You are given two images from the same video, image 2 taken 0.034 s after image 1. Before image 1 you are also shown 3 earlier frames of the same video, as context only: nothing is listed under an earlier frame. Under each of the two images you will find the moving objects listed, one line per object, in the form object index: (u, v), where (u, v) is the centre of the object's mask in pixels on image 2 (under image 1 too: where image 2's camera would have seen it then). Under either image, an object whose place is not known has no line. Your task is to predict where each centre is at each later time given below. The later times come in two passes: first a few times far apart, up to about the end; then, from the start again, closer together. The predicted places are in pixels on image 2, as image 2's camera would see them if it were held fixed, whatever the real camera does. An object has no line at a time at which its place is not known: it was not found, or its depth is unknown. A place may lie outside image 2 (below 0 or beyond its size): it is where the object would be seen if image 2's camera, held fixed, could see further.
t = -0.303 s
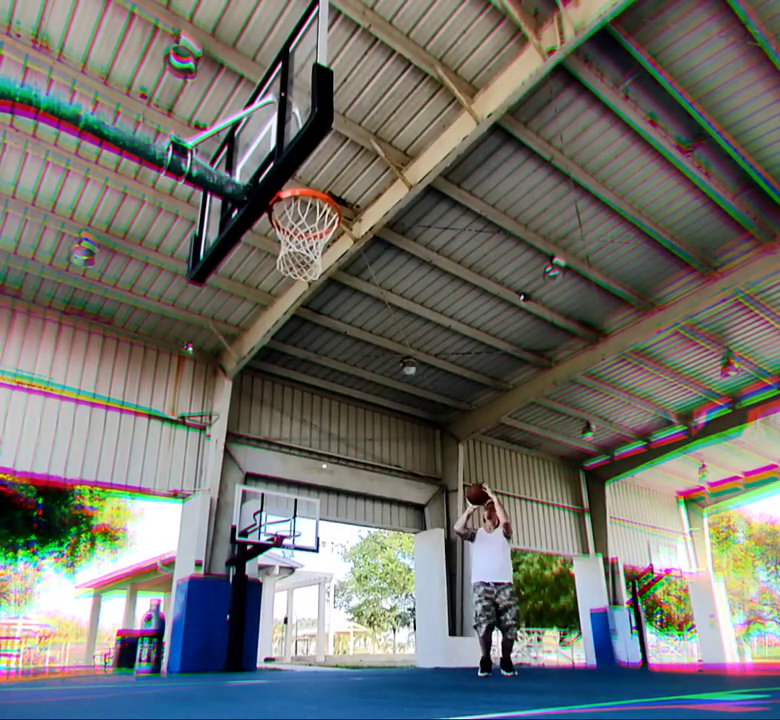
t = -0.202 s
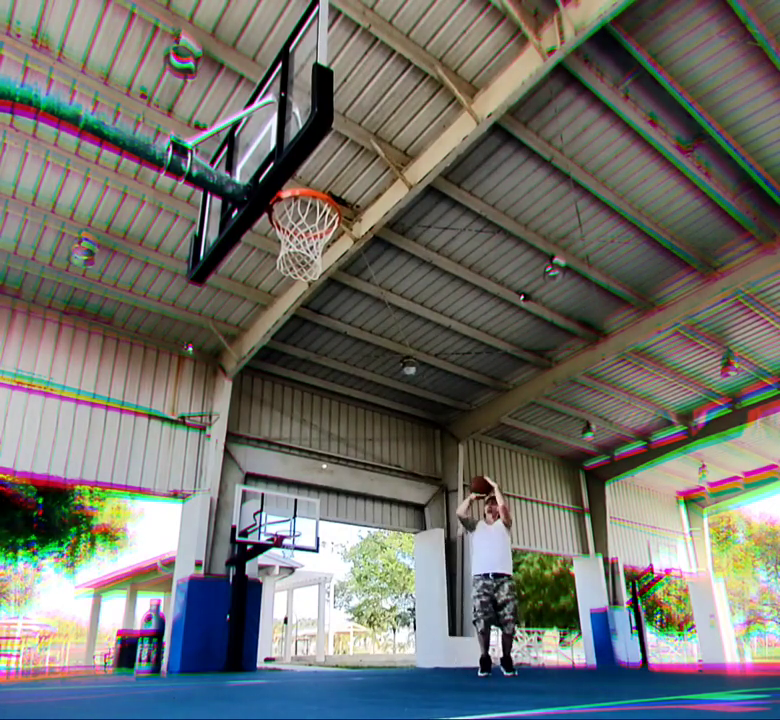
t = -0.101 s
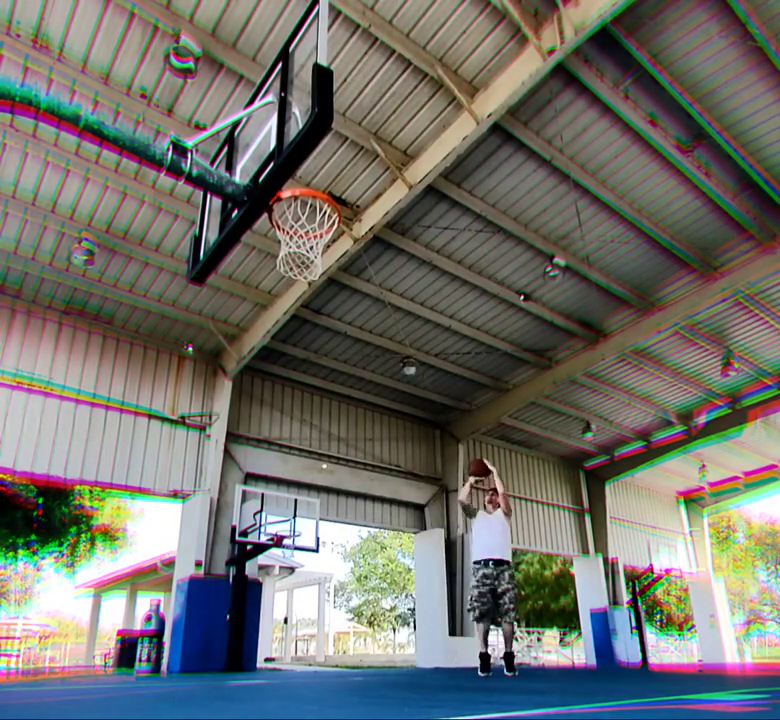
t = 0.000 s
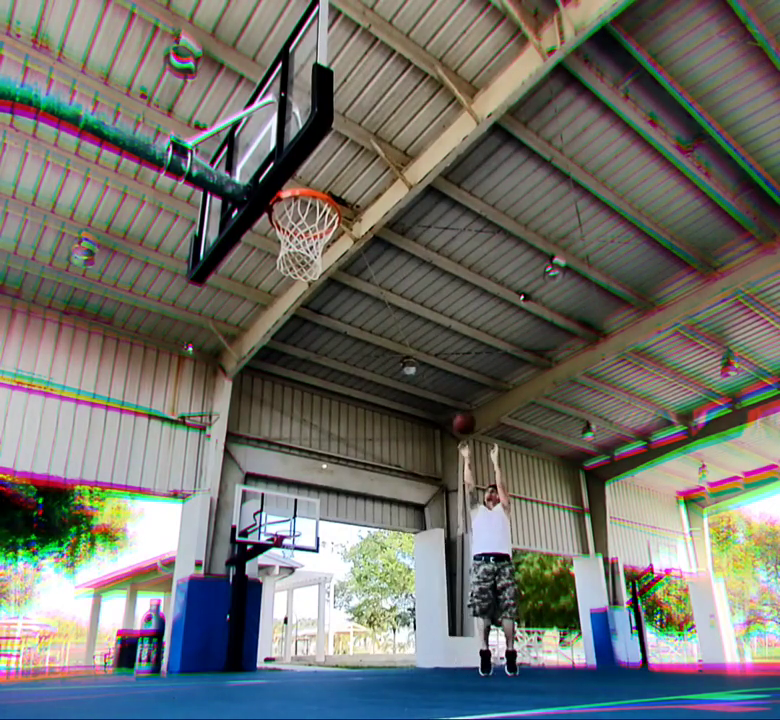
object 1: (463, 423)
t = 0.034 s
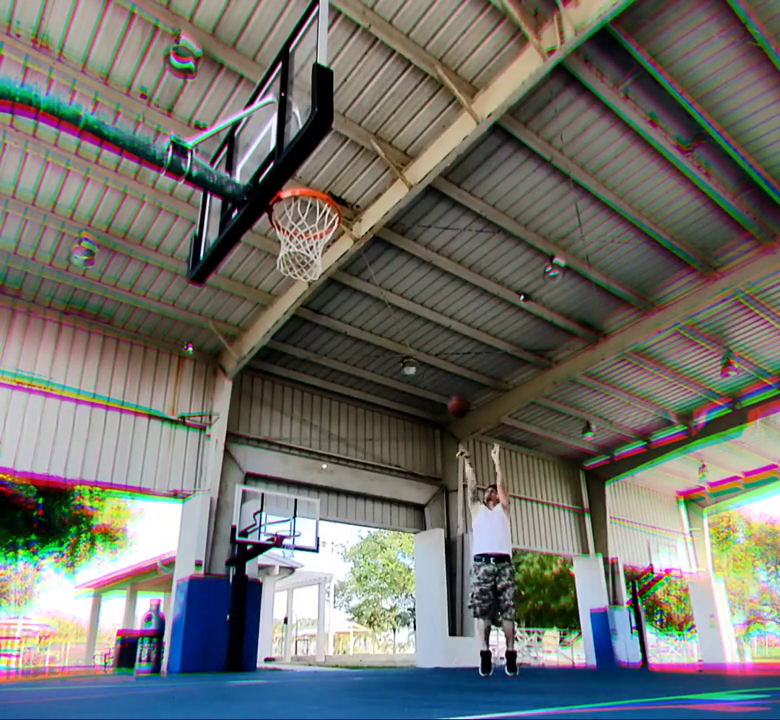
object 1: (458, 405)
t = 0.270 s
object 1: (415, 309)
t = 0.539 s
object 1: (356, 240)
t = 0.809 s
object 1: (283, 213)
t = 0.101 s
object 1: (446, 374)
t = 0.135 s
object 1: (440, 360)
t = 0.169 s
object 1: (435, 346)
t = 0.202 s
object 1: (428, 332)
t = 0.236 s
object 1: (422, 321)
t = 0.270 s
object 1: (415, 309)
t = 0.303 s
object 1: (409, 298)
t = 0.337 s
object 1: (402, 287)
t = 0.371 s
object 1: (395, 278)
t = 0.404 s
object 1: (388, 269)
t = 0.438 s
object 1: (380, 260)
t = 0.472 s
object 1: (372, 253)
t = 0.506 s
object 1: (365, 246)
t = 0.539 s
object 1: (356, 240)
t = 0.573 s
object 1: (348, 236)
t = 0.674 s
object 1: (317, 220)
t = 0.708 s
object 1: (311, 220)
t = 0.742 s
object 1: (298, 221)
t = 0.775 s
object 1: (287, 216)
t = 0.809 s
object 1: (283, 213)
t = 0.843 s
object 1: (275, 212)
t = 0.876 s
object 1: (269, 211)
